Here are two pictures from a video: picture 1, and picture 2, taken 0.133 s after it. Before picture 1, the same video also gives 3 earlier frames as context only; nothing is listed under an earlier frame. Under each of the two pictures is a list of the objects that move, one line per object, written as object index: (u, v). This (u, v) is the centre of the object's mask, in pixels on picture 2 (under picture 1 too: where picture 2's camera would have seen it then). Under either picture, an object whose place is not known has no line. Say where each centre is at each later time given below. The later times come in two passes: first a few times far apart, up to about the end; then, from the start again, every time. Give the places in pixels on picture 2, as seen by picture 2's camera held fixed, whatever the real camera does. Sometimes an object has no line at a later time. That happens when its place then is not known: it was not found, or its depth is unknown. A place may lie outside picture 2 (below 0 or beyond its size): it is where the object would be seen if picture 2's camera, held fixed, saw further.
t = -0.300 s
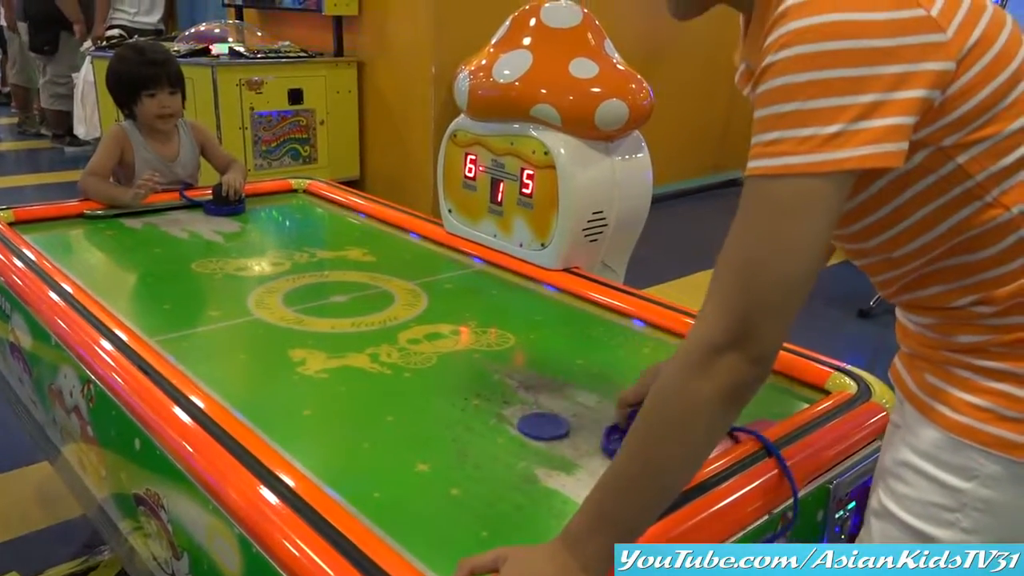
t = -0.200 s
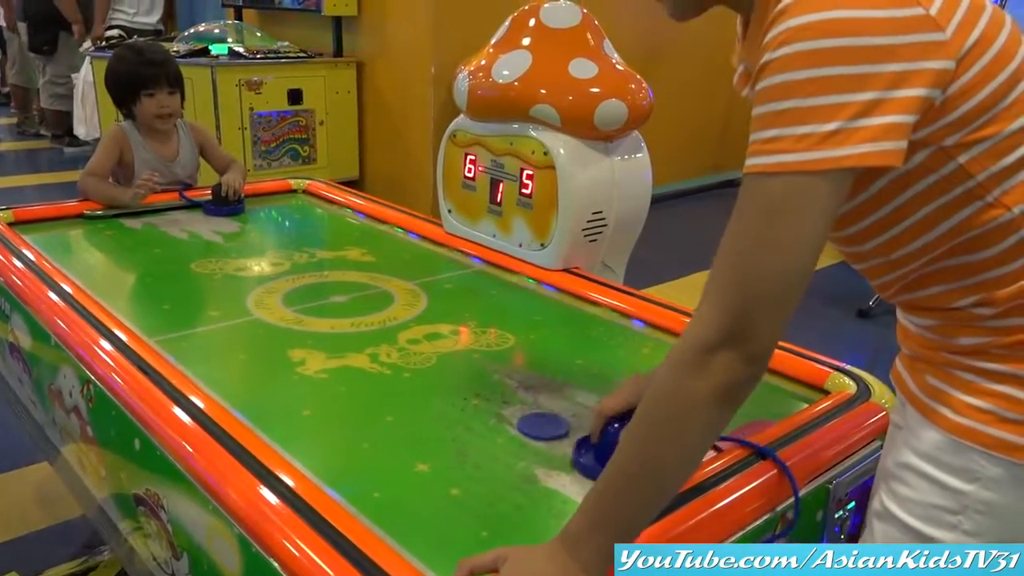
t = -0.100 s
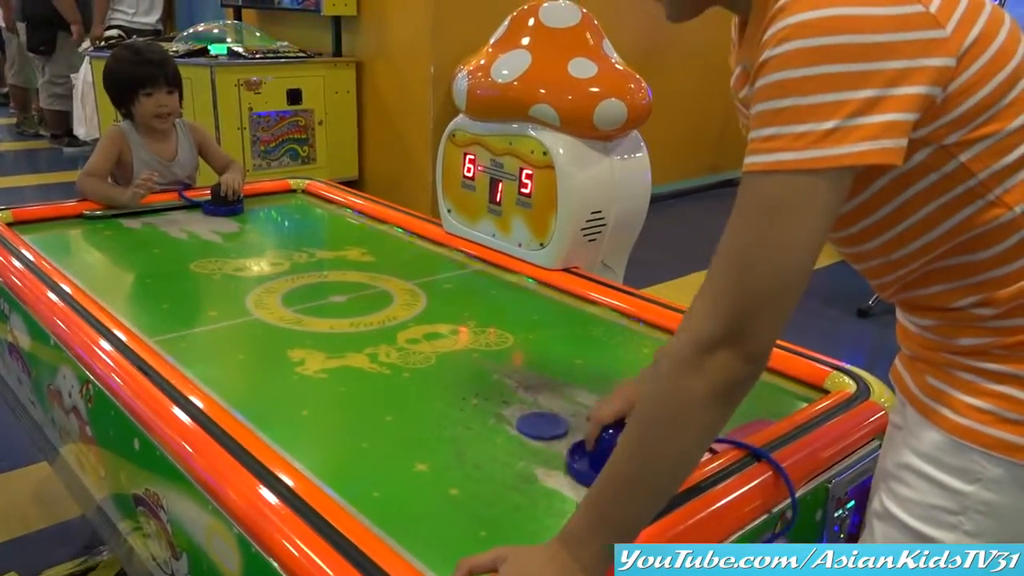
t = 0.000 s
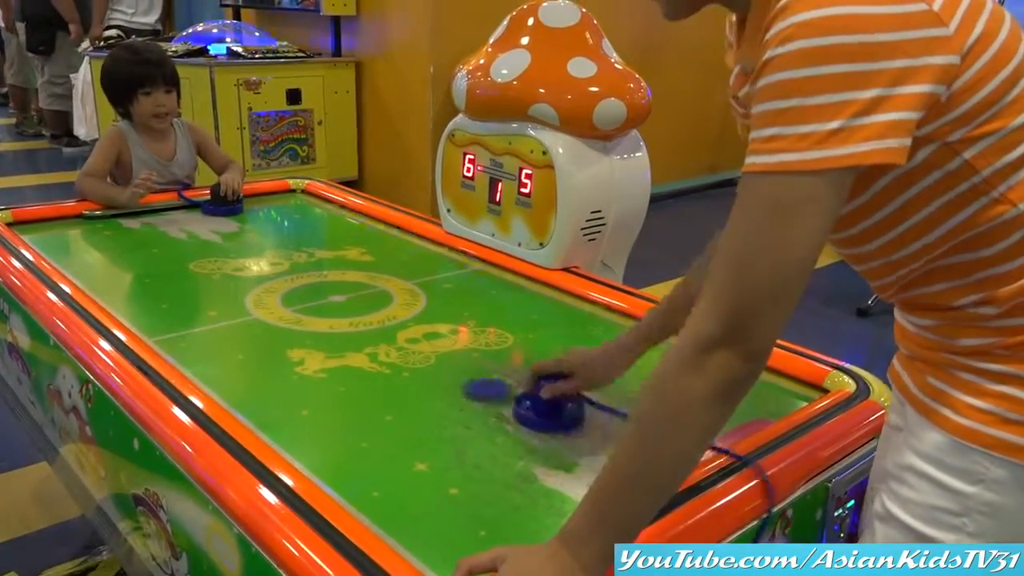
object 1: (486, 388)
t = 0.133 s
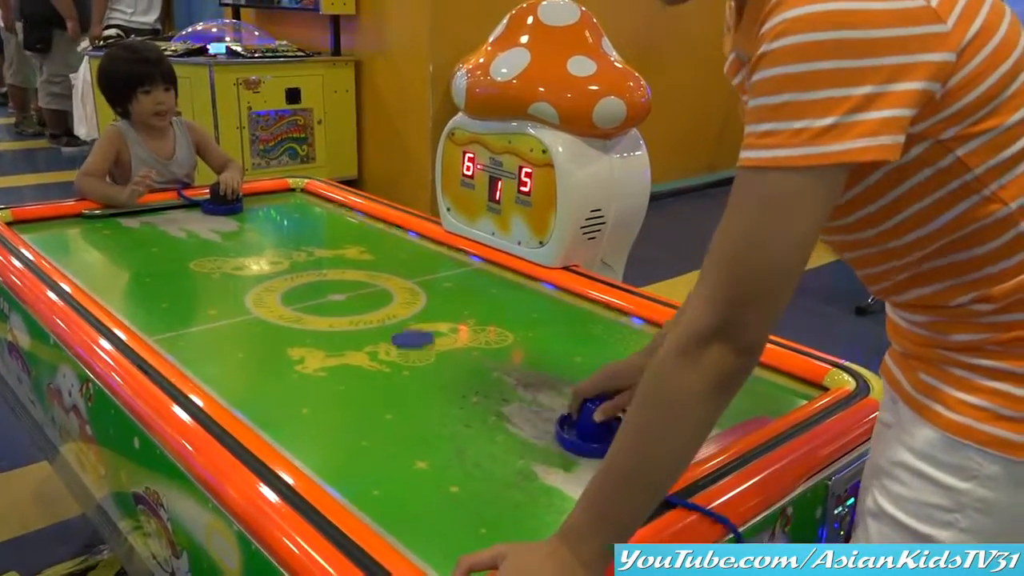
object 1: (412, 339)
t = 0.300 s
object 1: (343, 293)
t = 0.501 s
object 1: (283, 252)
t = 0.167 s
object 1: (397, 329)
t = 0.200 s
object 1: (383, 319)
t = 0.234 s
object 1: (368, 310)
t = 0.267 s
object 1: (356, 301)
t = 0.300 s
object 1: (343, 293)
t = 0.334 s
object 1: (332, 285)
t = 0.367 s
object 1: (320, 277)
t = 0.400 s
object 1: (309, 270)
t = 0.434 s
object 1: (300, 264)
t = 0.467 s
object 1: (291, 257)
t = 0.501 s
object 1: (283, 252)
